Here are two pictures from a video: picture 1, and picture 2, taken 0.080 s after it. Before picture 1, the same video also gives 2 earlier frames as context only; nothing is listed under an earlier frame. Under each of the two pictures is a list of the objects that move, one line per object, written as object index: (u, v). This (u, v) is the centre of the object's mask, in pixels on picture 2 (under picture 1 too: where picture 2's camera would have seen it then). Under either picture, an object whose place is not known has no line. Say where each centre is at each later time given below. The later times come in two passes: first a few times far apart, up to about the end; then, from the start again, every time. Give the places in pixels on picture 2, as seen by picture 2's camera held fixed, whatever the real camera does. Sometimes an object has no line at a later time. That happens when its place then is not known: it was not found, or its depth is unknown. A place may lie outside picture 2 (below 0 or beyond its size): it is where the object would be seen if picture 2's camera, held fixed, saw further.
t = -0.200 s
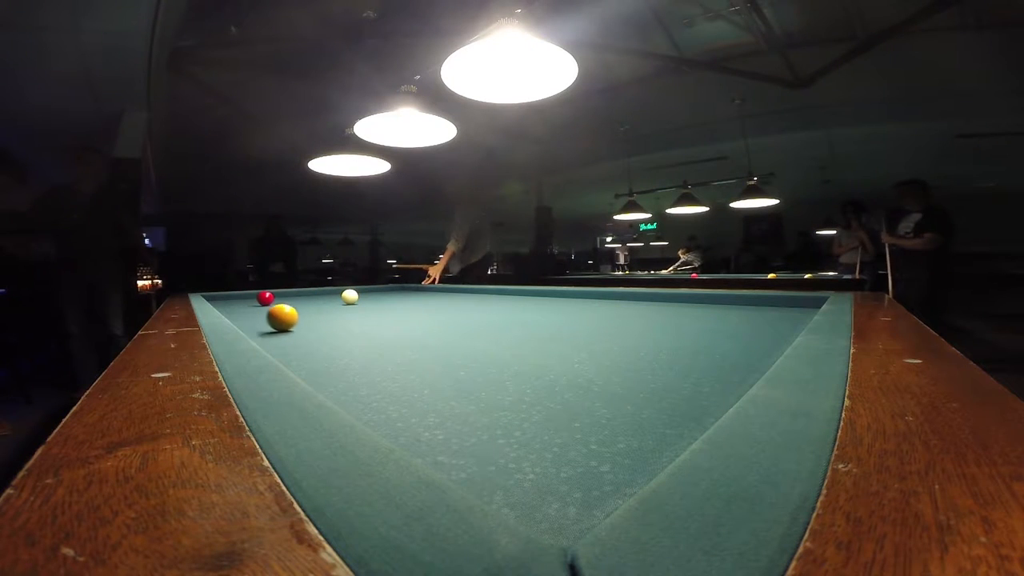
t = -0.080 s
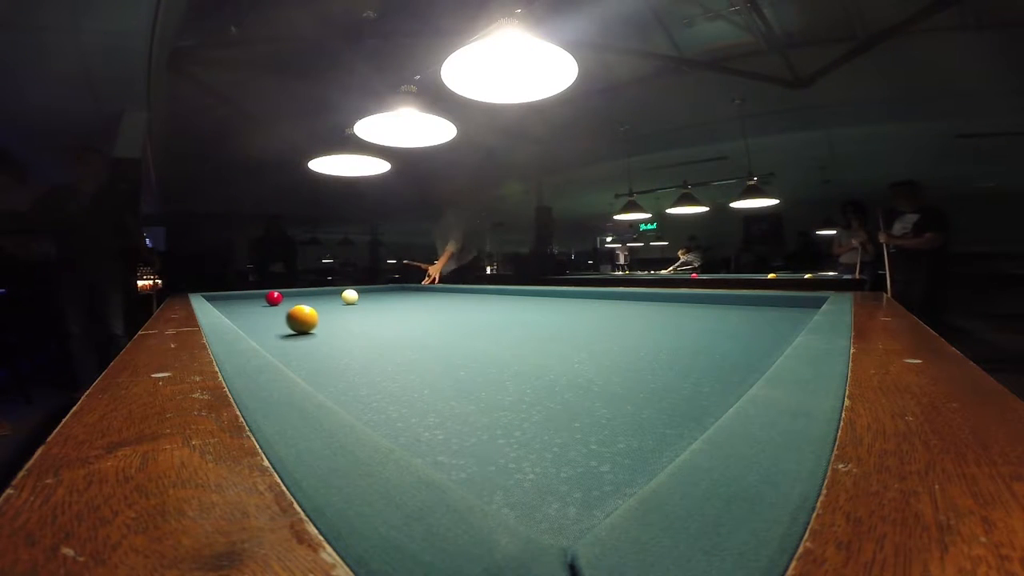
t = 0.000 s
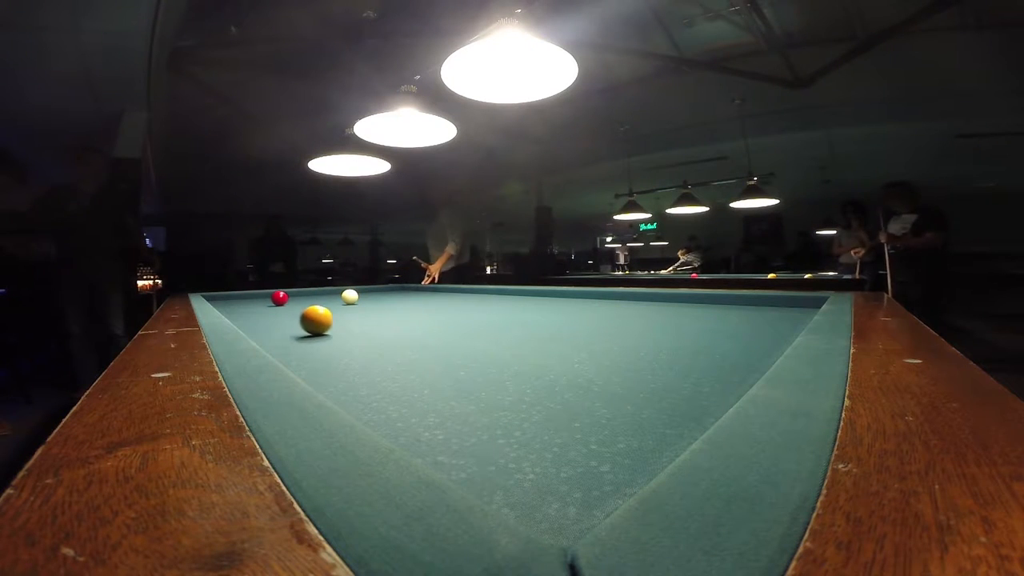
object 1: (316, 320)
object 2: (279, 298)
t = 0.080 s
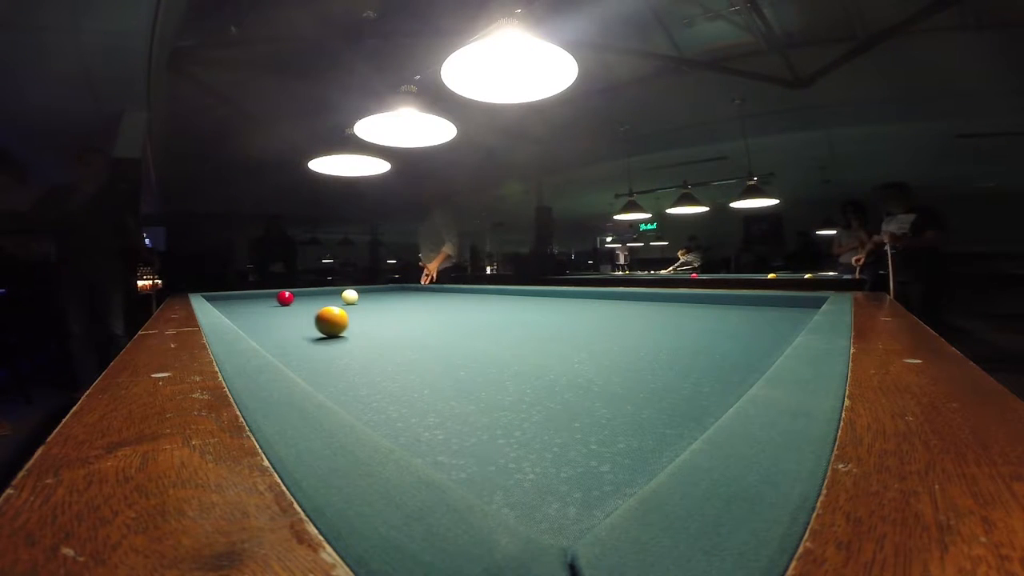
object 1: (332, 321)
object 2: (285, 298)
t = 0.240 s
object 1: (365, 323)
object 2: (296, 297)
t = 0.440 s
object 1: (413, 326)
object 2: (311, 297)
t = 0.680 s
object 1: (480, 331)
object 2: (328, 297)
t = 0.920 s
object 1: (560, 335)
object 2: (345, 298)
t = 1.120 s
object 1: (639, 339)
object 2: (360, 298)
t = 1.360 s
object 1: (746, 342)
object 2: (377, 297)
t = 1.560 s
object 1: (736, 337)
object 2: (391, 297)
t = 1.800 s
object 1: (701, 329)
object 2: (407, 297)
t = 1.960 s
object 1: (683, 325)
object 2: (419, 297)
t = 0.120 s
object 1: (339, 321)
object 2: (288, 298)
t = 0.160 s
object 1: (348, 322)
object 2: (290, 298)
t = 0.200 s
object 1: (356, 323)
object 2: (293, 298)
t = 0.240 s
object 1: (365, 323)
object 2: (296, 297)
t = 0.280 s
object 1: (374, 324)
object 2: (299, 298)
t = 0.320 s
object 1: (383, 324)
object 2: (302, 298)
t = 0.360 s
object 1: (393, 325)
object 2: (305, 297)
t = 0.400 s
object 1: (403, 326)
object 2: (308, 297)
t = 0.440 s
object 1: (413, 326)
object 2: (311, 297)
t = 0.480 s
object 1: (424, 327)
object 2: (313, 297)
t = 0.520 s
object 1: (434, 328)
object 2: (316, 297)
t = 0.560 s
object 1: (445, 329)
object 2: (319, 297)
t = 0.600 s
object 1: (457, 329)
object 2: (322, 297)
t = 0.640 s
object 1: (468, 330)
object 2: (325, 297)
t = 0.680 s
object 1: (480, 331)
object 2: (328, 297)
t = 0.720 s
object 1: (493, 331)
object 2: (331, 298)
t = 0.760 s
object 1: (505, 333)
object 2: (333, 298)
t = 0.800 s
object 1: (518, 333)
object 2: (336, 298)
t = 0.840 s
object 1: (532, 334)
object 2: (339, 298)
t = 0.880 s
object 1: (546, 335)
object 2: (342, 298)
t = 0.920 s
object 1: (560, 335)
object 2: (345, 298)
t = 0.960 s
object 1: (575, 336)
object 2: (348, 298)
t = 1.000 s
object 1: (590, 336)
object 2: (351, 297)
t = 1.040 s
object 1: (606, 337)
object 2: (354, 298)
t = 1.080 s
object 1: (622, 338)
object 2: (357, 298)
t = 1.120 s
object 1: (639, 339)
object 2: (360, 298)
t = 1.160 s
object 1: (655, 339)
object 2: (363, 297)
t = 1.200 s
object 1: (673, 340)
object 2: (365, 297)
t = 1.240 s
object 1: (690, 340)
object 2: (368, 297)
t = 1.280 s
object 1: (708, 341)
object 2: (371, 297)
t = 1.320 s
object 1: (727, 342)
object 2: (374, 297)
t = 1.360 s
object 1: (746, 342)
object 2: (377, 297)
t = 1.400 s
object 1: (762, 342)
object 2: (380, 297)
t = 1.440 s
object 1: (758, 342)
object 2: (382, 297)
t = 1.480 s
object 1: (751, 340)
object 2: (385, 297)
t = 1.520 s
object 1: (743, 338)
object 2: (388, 297)
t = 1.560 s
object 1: (736, 337)
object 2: (391, 297)
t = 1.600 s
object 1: (729, 335)
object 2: (394, 297)
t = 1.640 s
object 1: (723, 334)
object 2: (396, 297)
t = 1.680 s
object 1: (717, 332)
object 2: (399, 297)
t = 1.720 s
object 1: (712, 331)
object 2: (402, 297)
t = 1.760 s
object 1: (707, 330)
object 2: (405, 297)
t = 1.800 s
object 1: (701, 329)
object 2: (407, 297)
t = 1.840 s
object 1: (696, 328)
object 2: (410, 297)
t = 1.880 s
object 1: (692, 327)
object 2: (413, 297)
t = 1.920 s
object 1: (687, 326)
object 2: (416, 297)
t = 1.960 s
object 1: (683, 325)
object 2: (419, 297)
